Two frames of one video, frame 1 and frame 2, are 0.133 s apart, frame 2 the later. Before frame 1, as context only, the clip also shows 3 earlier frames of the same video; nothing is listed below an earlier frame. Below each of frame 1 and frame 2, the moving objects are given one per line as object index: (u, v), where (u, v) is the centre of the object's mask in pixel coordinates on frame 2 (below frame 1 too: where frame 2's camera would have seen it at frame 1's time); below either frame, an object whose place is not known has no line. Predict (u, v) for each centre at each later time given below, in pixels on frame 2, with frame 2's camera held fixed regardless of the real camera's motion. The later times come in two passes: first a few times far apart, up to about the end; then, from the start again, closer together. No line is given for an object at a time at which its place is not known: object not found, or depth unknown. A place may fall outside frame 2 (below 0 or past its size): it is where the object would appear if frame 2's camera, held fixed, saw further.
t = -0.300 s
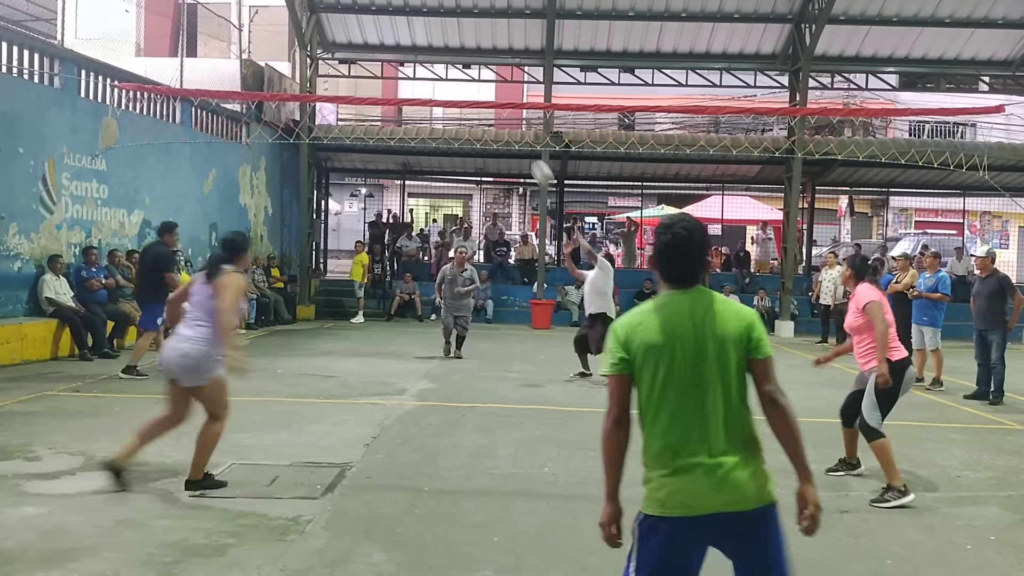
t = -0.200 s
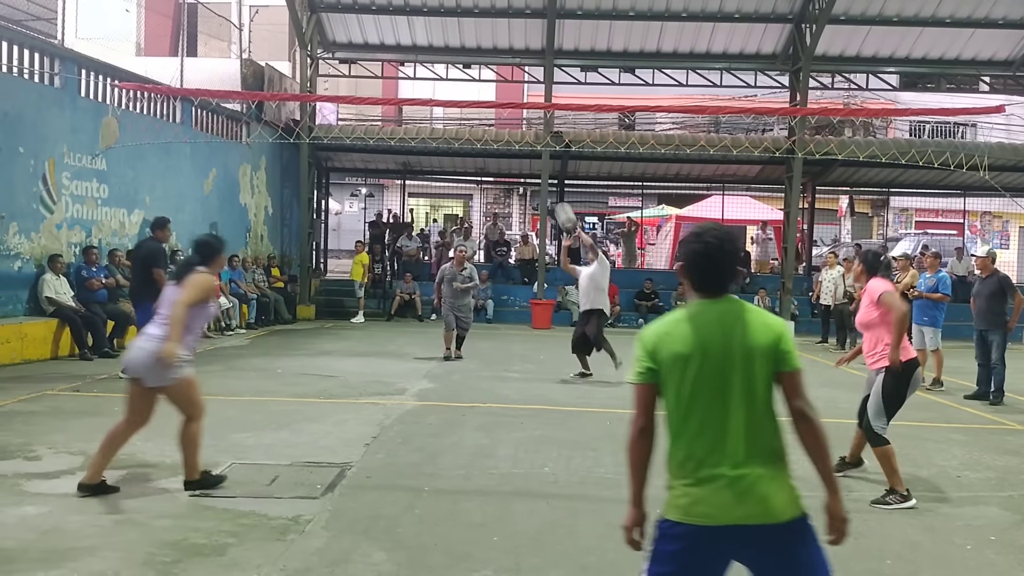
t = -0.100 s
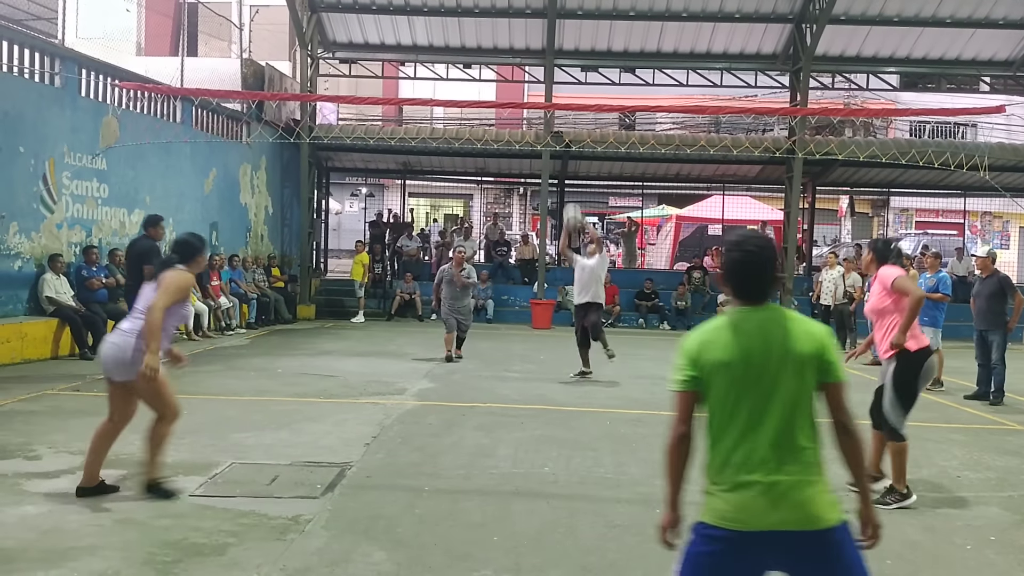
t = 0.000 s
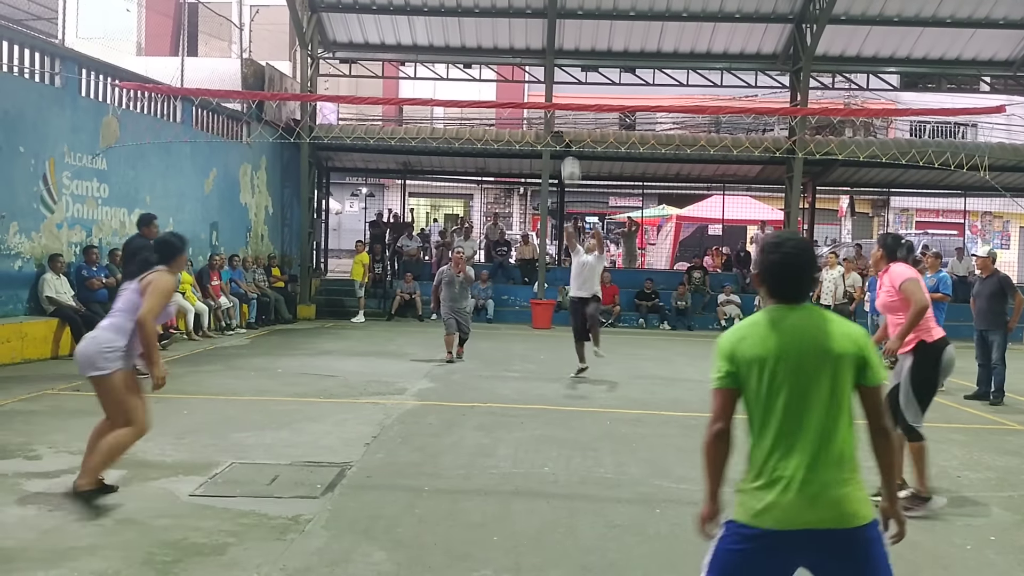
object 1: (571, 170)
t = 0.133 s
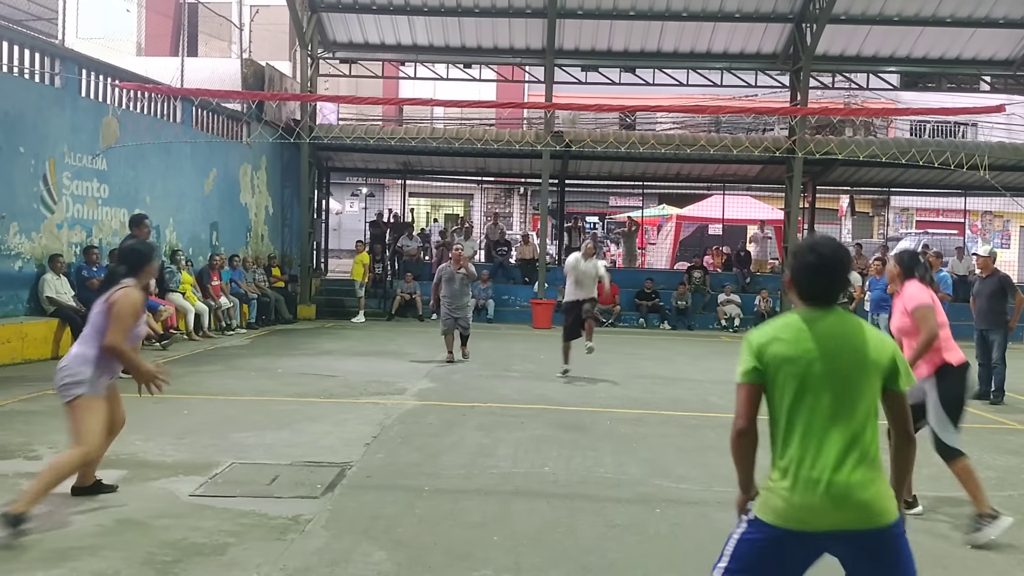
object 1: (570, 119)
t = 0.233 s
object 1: (568, 79)
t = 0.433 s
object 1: (562, 28)
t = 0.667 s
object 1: (554, 13)
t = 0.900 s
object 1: (541, 68)
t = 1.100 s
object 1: (524, 209)
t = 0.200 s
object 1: (569, 91)
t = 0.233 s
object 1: (568, 79)
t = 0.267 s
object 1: (566, 69)
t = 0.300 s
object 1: (566, 59)
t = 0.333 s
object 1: (565, 51)
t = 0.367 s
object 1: (564, 42)
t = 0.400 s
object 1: (562, 34)
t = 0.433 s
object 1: (562, 28)
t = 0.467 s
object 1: (561, 22)
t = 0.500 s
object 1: (560, 18)
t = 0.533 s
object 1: (559, 14)
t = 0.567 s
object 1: (558, 12)
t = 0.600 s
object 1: (557, 12)
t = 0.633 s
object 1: (556, 12)
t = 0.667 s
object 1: (554, 13)
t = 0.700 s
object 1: (552, 14)
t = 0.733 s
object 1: (551, 18)
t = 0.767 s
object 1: (549, 24)
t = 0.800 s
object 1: (547, 32)
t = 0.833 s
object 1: (545, 44)
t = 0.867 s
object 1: (544, 53)
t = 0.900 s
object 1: (541, 68)
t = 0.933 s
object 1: (538, 84)
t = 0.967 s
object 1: (536, 105)
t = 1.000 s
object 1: (533, 127)
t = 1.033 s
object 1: (529, 154)
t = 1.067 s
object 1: (528, 179)
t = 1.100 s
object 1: (524, 209)
